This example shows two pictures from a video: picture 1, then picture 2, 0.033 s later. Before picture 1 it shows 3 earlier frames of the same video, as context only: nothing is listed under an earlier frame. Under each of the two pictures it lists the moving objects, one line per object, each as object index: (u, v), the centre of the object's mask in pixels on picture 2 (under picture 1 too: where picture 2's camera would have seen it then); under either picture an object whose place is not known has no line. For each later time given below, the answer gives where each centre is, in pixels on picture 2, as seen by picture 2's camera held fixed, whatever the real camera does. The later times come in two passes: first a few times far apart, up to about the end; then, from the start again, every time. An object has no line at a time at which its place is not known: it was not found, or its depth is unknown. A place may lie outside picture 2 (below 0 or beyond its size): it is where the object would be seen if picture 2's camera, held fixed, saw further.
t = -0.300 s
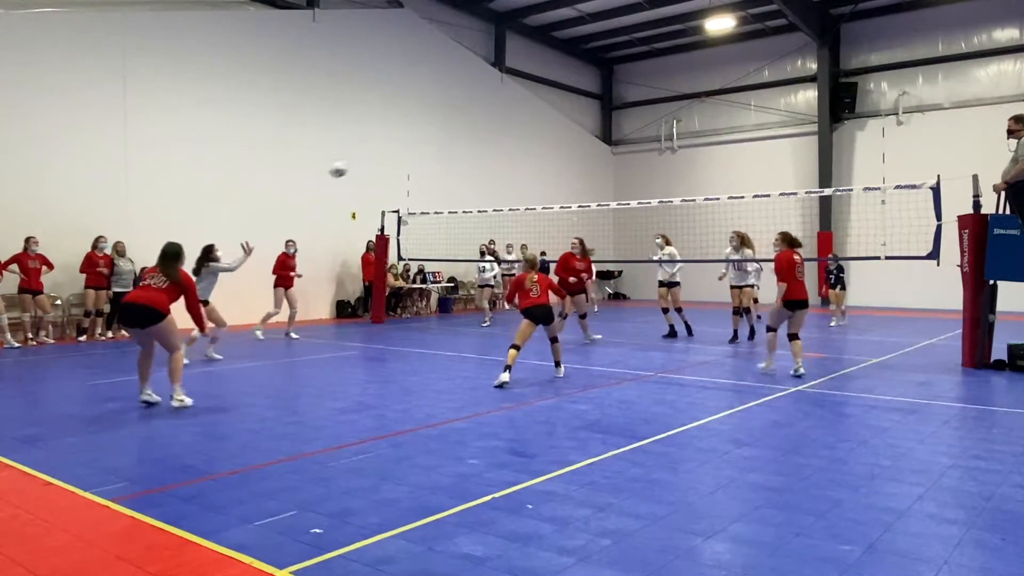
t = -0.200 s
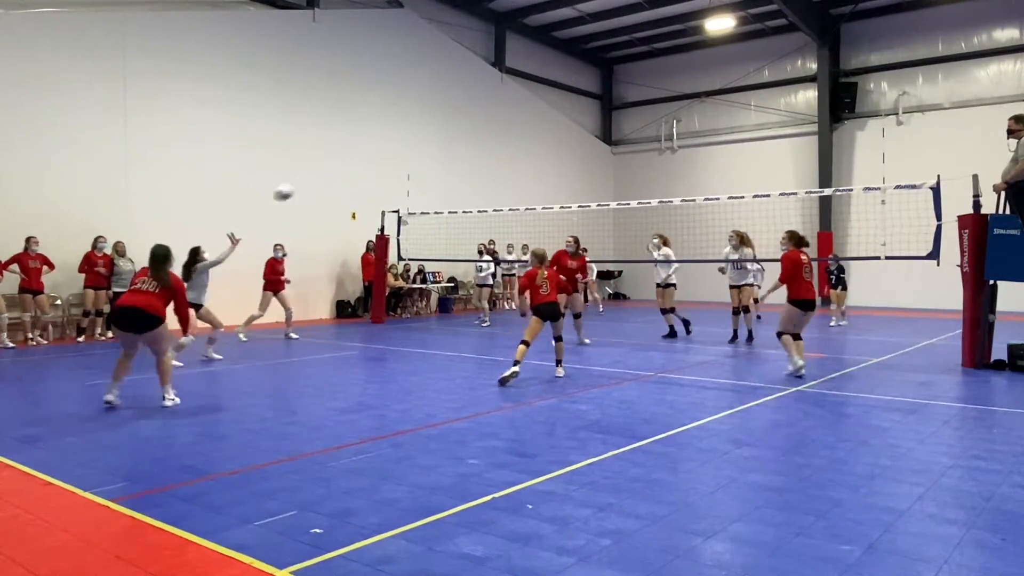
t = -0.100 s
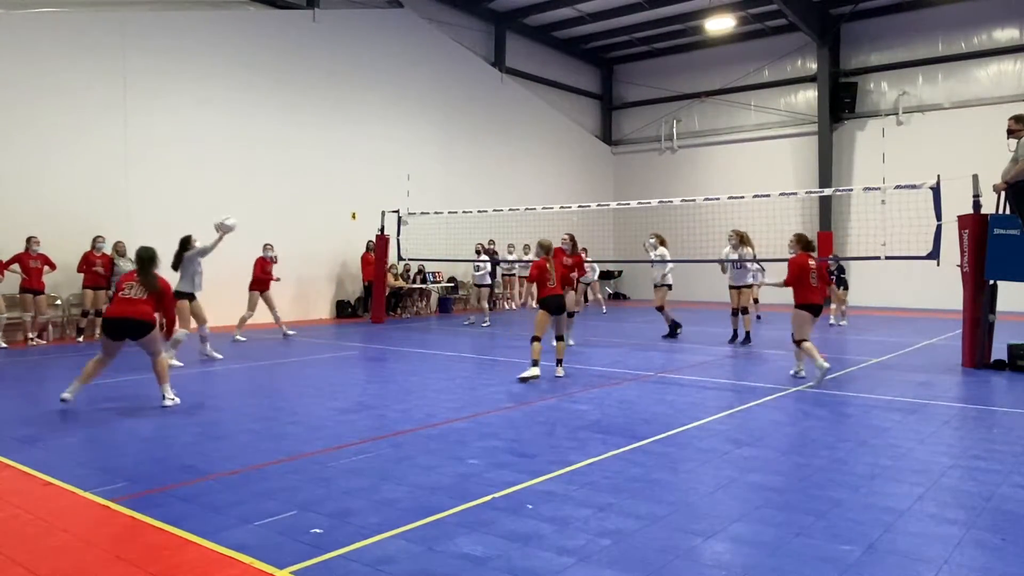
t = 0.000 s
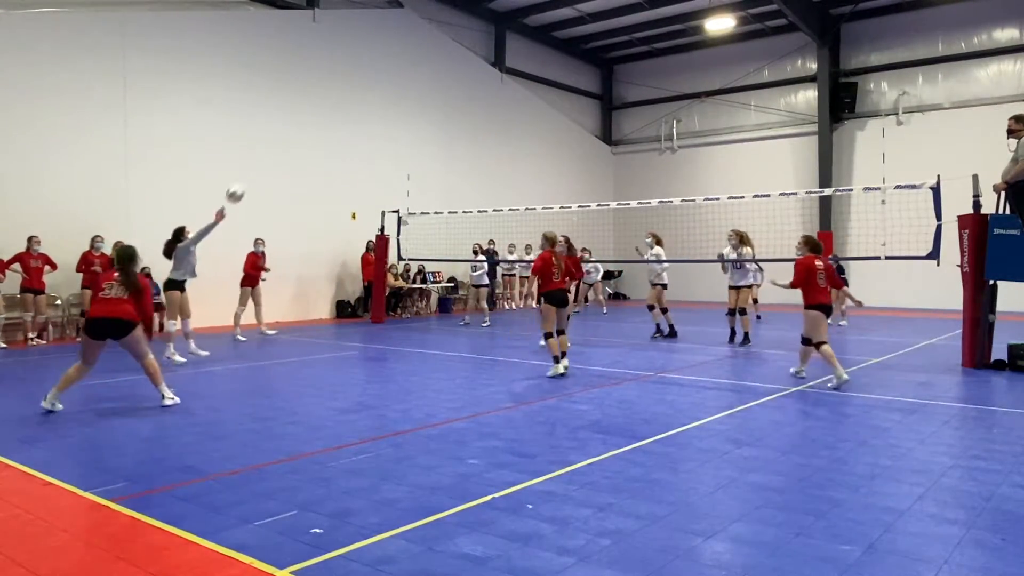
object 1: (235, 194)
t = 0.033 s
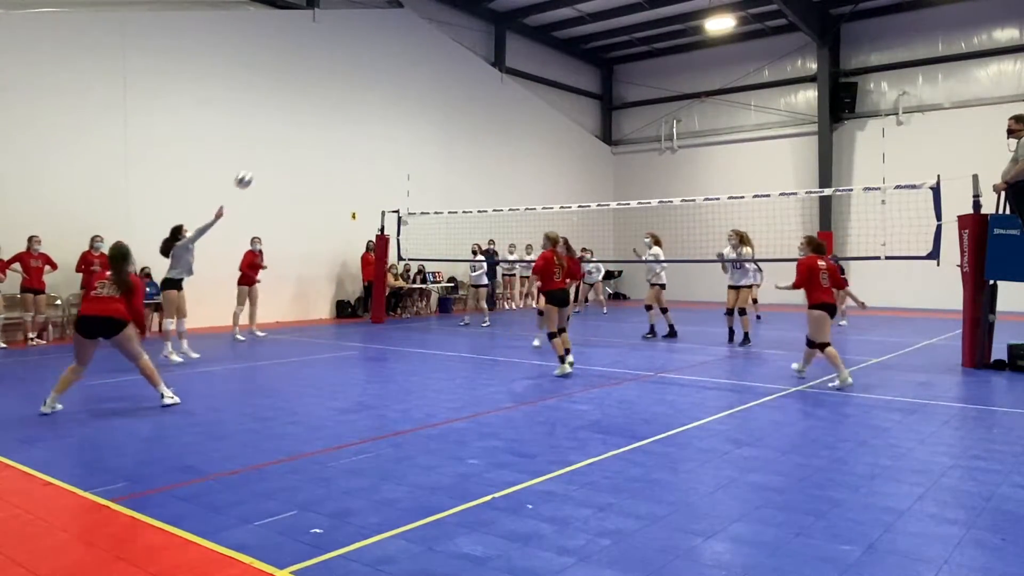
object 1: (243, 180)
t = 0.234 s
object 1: (295, 110)
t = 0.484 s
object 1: (359, 68)
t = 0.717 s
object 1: (420, 75)
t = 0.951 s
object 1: (481, 127)
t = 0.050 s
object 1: (248, 173)
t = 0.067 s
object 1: (252, 166)
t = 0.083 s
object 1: (256, 159)
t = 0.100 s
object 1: (260, 153)
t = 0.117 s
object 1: (265, 147)
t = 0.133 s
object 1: (269, 141)
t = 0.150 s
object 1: (273, 135)
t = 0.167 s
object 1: (278, 130)
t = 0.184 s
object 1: (282, 125)
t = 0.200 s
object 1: (287, 120)
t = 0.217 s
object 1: (291, 115)
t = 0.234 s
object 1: (295, 110)
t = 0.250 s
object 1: (299, 106)
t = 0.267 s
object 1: (303, 102)
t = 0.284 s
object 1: (308, 98)
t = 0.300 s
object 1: (311, 94)
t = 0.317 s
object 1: (316, 91)
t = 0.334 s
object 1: (320, 87)
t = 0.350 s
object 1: (325, 84)
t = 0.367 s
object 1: (329, 81)
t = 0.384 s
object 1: (333, 79)
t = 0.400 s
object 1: (337, 77)
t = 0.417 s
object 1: (342, 75)
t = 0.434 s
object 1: (346, 73)
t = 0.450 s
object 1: (351, 71)
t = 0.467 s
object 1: (355, 70)
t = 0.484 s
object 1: (359, 68)
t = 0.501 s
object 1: (364, 67)
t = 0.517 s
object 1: (368, 66)
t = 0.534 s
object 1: (372, 66)
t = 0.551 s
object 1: (377, 66)
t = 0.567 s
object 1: (382, 66)
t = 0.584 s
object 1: (386, 66)
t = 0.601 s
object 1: (391, 67)
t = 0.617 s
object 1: (395, 67)
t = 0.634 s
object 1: (399, 68)
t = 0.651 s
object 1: (404, 69)
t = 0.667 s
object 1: (408, 70)
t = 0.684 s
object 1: (412, 72)
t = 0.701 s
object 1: (416, 73)
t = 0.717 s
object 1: (420, 75)
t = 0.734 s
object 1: (425, 77)
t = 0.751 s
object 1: (429, 80)
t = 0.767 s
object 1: (433, 83)
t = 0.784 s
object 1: (438, 86)
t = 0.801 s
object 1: (443, 89)
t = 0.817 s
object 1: (446, 92)
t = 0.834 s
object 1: (451, 96)
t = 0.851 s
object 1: (455, 99)
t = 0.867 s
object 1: (460, 103)
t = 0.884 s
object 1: (464, 108)
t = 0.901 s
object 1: (469, 112)
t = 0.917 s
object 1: (473, 117)
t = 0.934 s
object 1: (477, 122)
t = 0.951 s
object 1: (481, 127)
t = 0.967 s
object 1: (486, 133)
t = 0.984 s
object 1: (489, 138)
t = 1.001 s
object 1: (494, 144)
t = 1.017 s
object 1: (498, 150)
